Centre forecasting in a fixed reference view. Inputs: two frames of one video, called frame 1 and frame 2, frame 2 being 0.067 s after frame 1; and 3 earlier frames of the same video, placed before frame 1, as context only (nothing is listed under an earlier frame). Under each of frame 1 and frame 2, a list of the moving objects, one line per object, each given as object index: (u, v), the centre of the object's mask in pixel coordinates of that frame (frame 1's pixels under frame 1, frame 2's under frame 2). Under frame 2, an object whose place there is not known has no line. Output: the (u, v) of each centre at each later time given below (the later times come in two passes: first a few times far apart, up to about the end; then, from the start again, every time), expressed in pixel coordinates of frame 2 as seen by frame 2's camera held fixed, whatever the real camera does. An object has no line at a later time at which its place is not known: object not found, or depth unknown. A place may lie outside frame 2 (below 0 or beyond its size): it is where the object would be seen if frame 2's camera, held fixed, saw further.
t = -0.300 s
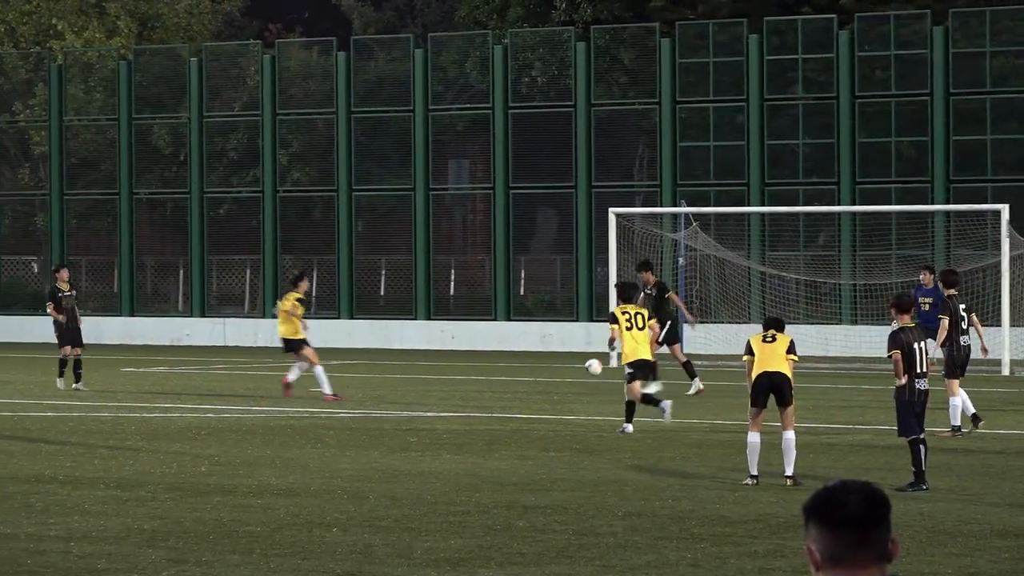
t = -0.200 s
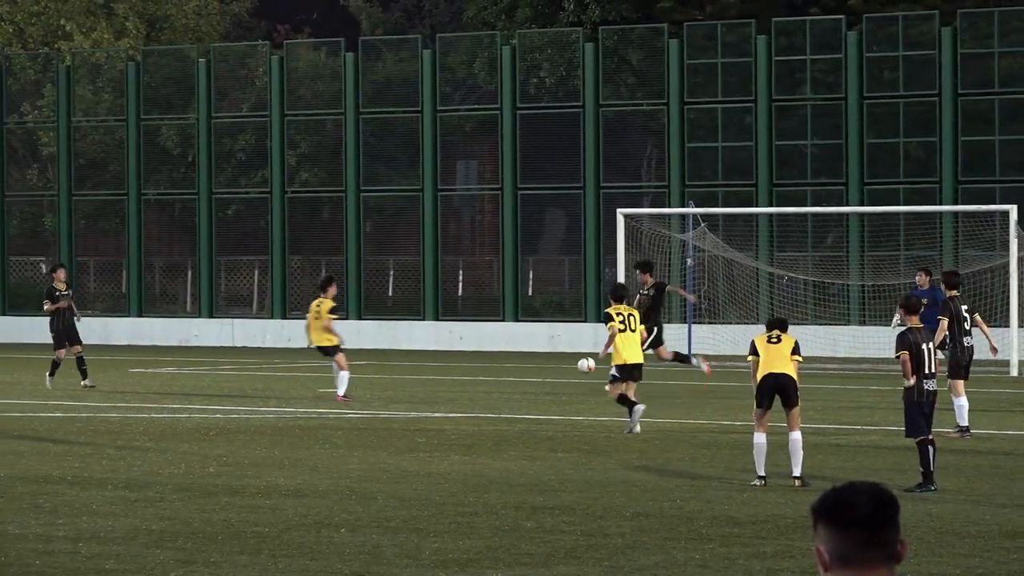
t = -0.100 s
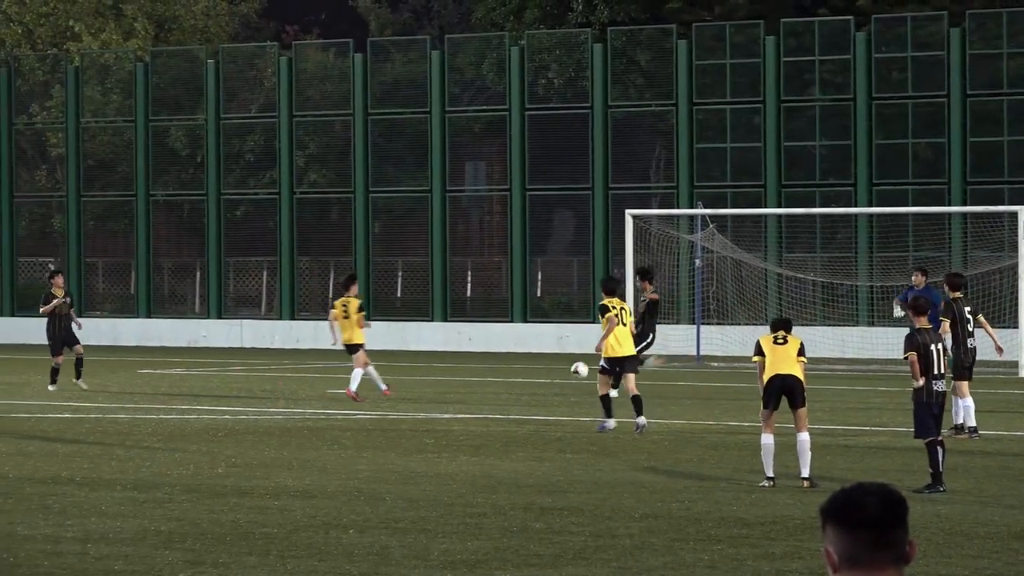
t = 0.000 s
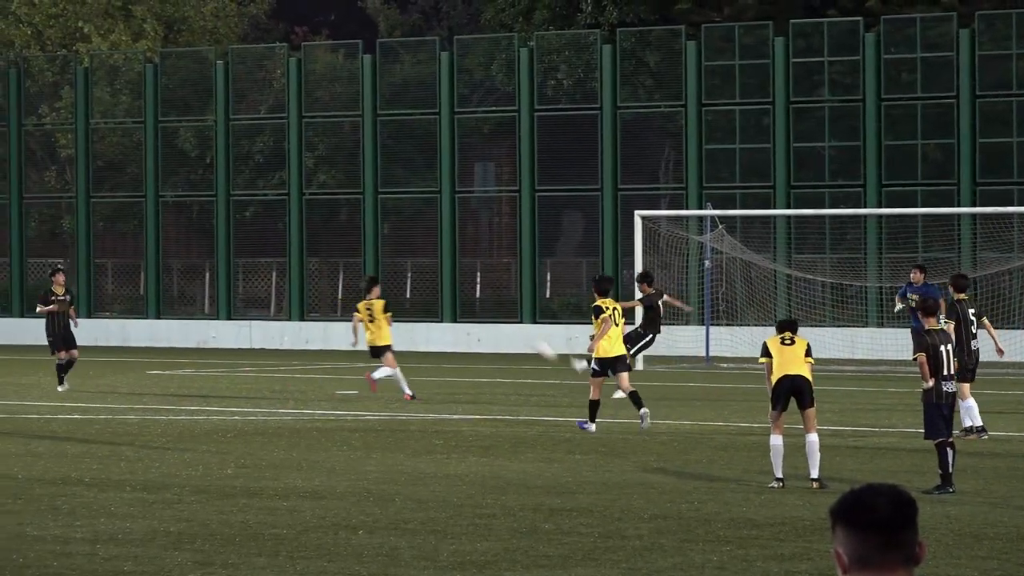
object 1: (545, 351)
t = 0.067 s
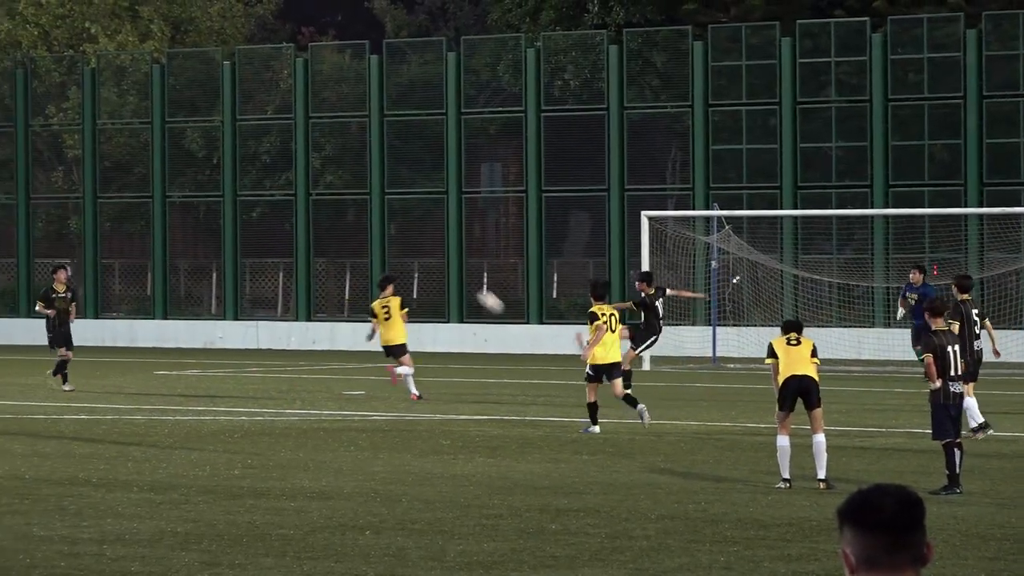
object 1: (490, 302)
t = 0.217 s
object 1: (351, 203)
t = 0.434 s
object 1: (148, 84)
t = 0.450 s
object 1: (133, 75)
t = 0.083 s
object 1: (473, 289)
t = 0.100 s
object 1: (459, 278)
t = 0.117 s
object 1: (443, 267)
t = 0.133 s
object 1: (427, 255)
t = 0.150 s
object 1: (412, 244)
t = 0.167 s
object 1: (397, 233)
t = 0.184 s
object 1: (381, 223)
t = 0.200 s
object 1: (366, 213)
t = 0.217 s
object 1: (351, 203)
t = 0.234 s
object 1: (334, 192)
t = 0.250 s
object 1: (319, 182)
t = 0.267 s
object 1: (303, 172)
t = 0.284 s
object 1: (288, 163)
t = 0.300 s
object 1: (273, 154)
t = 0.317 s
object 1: (257, 144)
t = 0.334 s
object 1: (241, 135)
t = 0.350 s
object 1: (226, 126)
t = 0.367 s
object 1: (210, 118)
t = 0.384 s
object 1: (195, 109)
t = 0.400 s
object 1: (179, 100)
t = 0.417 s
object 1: (164, 92)
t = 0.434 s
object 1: (148, 84)
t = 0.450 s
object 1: (133, 75)
